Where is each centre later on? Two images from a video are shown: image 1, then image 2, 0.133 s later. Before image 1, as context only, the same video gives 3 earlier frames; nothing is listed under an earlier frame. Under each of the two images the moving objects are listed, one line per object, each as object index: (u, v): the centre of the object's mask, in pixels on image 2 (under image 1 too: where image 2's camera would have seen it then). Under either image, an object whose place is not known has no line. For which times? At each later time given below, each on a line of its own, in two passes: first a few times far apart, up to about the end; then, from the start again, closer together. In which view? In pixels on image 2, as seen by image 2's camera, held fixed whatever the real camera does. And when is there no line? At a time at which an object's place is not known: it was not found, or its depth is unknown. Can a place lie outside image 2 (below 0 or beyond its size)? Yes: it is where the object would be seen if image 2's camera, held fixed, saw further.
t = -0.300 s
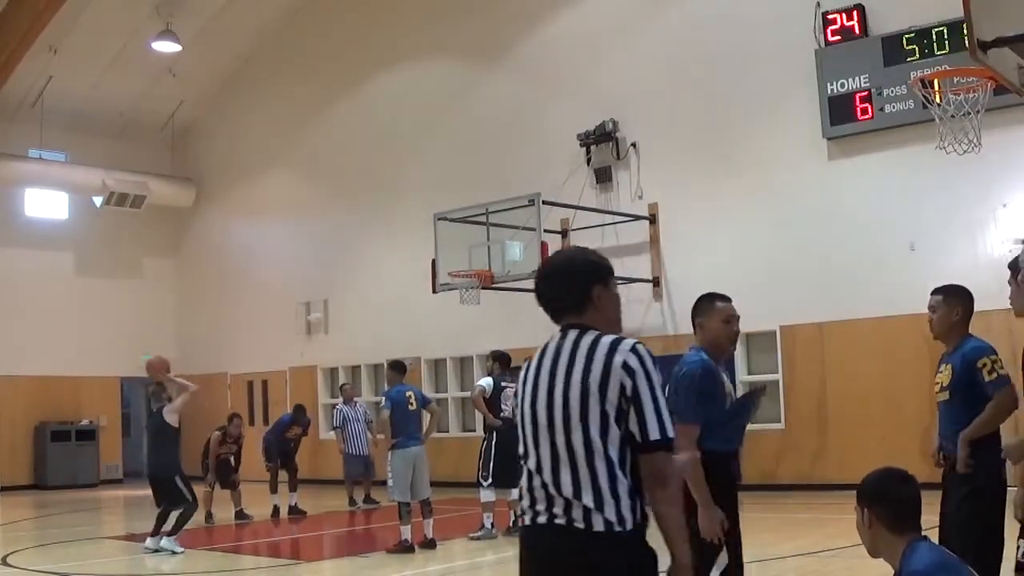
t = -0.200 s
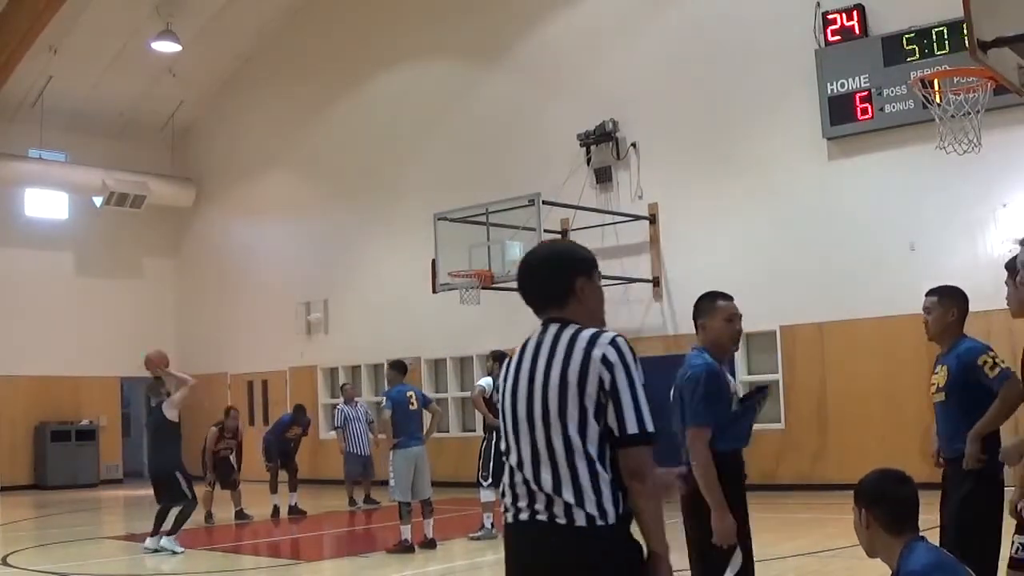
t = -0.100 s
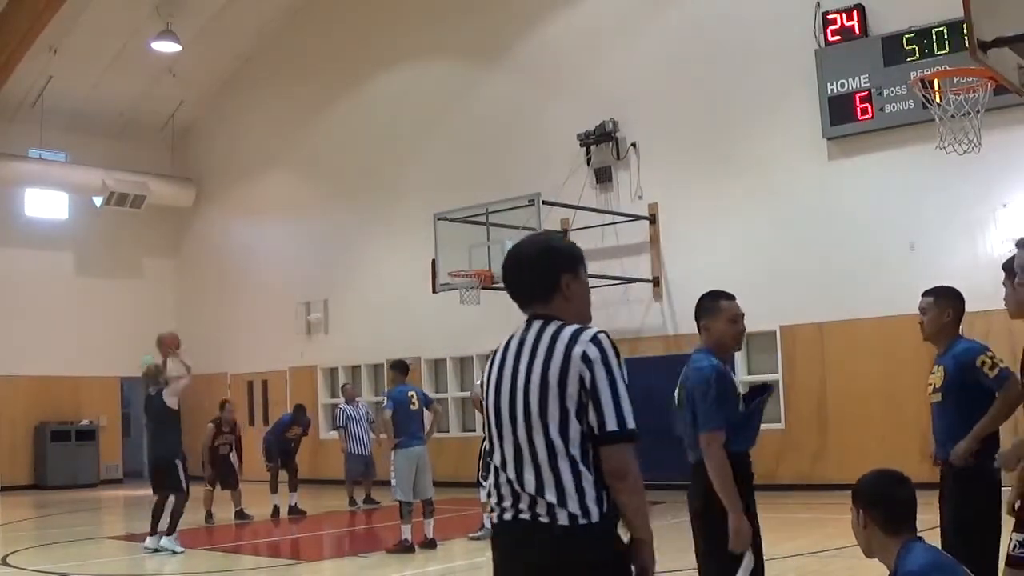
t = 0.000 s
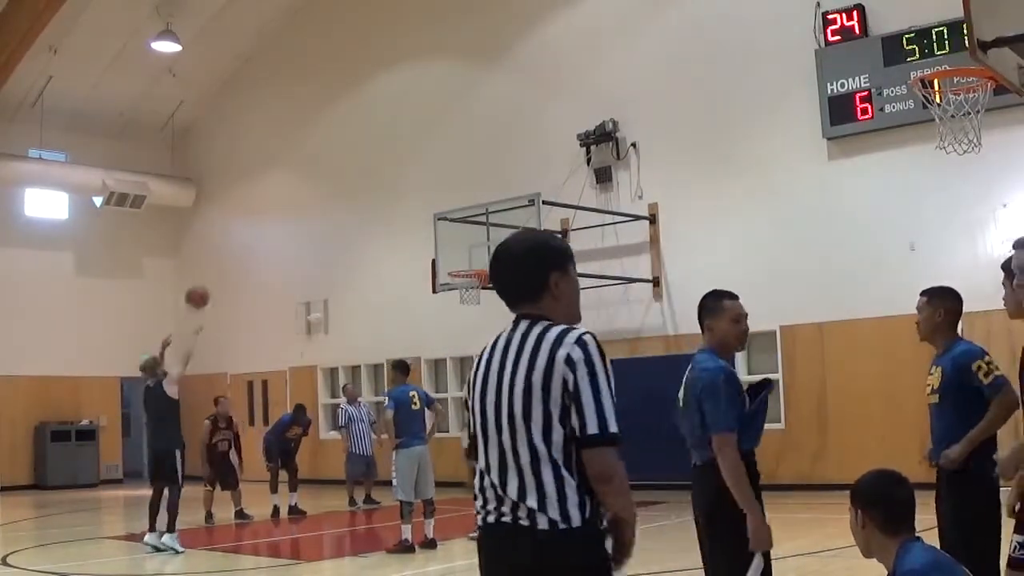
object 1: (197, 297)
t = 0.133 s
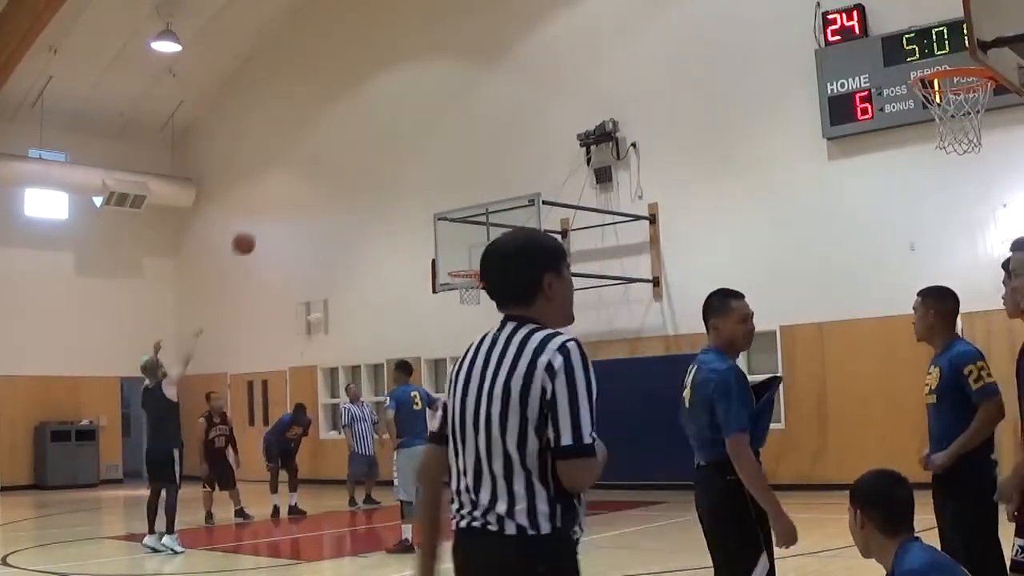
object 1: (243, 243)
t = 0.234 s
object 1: (276, 217)
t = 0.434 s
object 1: (336, 192)
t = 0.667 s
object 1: (399, 207)
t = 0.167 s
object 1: (255, 233)
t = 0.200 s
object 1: (266, 224)
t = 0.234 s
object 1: (276, 217)
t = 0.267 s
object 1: (286, 210)
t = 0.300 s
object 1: (296, 205)
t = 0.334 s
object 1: (306, 200)
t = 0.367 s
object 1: (317, 197)
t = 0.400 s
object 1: (326, 194)
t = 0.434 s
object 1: (336, 192)
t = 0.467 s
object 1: (345, 192)
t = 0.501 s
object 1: (354, 192)
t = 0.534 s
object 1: (363, 194)
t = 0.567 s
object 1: (372, 196)
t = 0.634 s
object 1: (389, 202)
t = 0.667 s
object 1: (399, 207)
